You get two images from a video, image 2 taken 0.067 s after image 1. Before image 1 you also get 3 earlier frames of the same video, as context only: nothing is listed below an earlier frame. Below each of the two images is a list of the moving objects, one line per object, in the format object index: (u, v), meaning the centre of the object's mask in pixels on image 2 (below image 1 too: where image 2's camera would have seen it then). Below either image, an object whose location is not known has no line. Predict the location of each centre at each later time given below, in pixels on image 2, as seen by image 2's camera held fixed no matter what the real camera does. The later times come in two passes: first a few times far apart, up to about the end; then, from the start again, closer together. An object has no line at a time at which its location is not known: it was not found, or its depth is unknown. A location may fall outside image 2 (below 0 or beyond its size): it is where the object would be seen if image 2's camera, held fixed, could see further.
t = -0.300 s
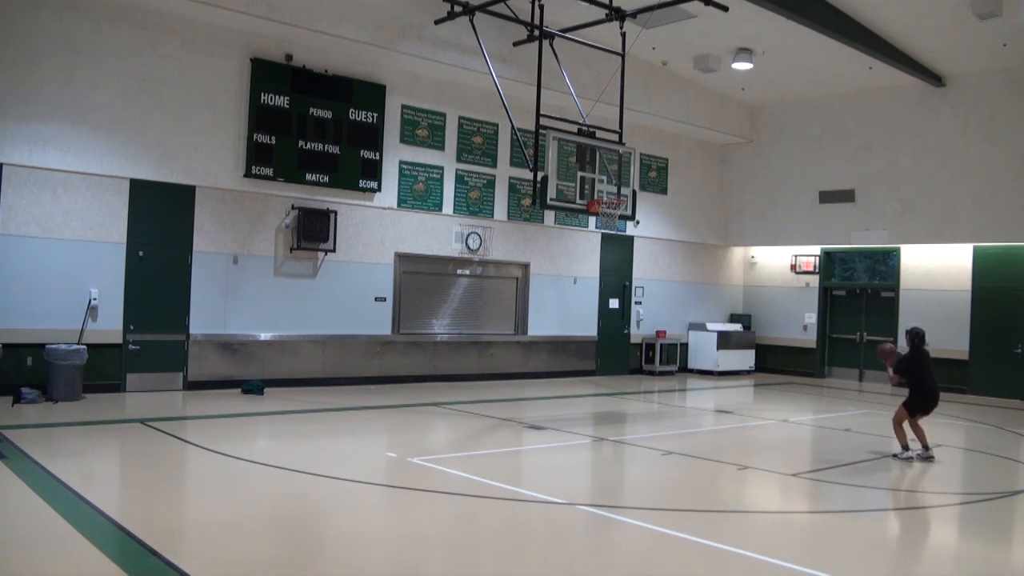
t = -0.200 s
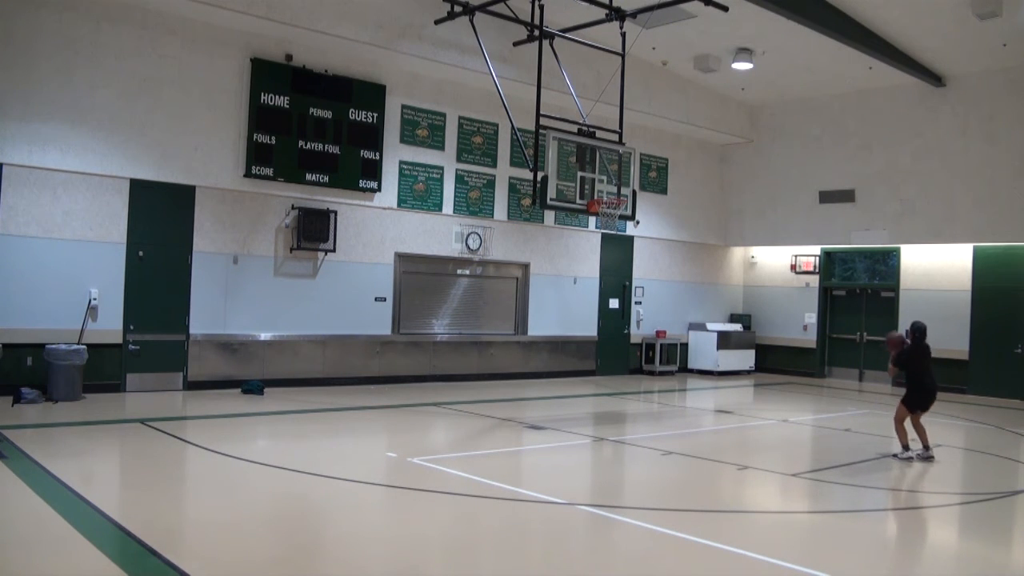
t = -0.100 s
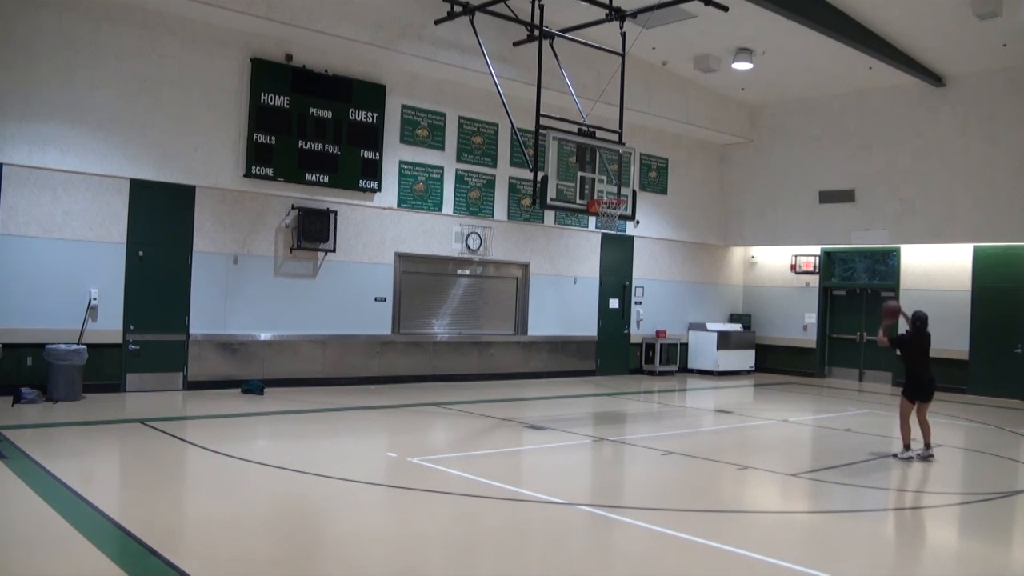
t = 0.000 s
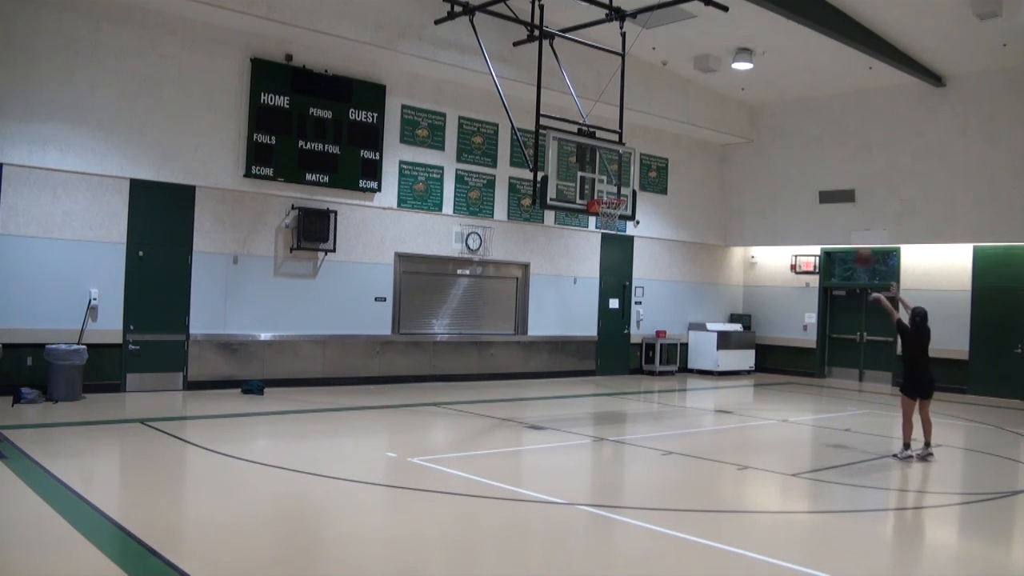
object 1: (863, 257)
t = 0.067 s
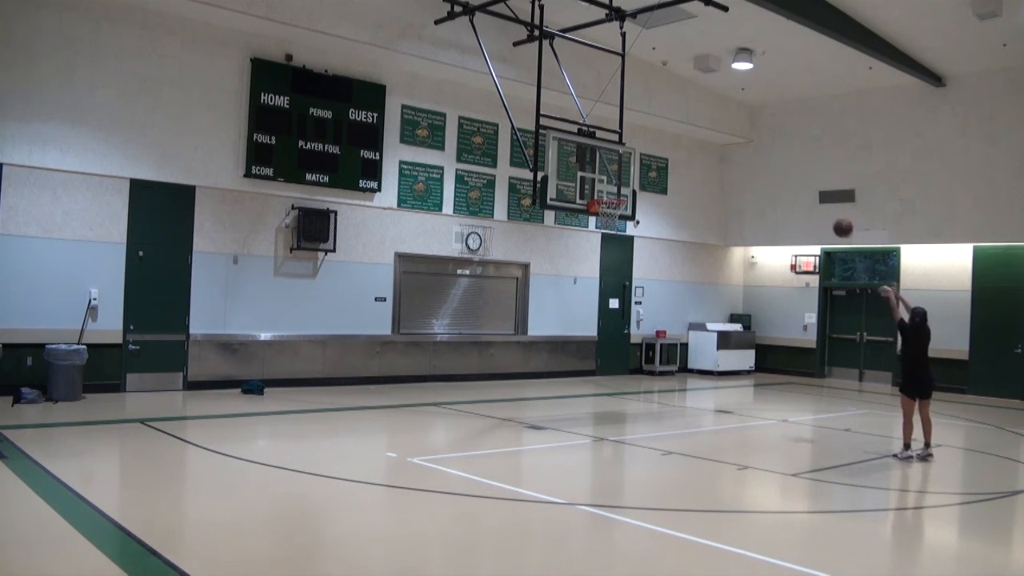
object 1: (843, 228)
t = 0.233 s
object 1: (794, 172)
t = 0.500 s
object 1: (723, 136)
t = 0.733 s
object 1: (667, 149)
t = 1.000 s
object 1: (613, 205)
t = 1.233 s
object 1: (603, 223)
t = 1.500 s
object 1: (608, 272)
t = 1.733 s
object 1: (611, 360)
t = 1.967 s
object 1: (621, 369)
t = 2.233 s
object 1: (637, 308)
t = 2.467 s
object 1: (650, 297)
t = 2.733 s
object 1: (664, 336)
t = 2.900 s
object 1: (670, 390)
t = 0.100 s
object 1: (832, 215)
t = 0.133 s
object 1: (822, 202)
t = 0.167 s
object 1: (811, 192)
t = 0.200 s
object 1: (803, 182)
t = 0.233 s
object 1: (794, 172)
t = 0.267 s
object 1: (785, 165)
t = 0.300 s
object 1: (775, 158)
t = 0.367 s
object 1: (757, 147)
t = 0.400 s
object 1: (749, 143)
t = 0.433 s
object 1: (740, 139)
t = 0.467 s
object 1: (732, 137)
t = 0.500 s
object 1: (723, 136)
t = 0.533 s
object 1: (715, 135)
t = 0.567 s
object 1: (707, 136)
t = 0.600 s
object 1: (699, 137)
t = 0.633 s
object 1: (691, 139)
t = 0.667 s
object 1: (683, 142)
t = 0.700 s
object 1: (675, 145)
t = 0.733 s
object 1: (667, 149)
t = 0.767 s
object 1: (660, 154)
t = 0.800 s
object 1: (653, 159)
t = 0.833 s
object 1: (644, 165)
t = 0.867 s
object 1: (636, 173)
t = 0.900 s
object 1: (629, 180)
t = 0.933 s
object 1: (622, 187)
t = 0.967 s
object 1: (615, 196)
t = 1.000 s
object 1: (613, 205)
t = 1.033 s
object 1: (605, 208)
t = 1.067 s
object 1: (599, 217)
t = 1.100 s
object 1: (599, 219)
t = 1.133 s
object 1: (600, 219)
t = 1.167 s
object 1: (601, 220)
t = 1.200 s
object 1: (602, 221)
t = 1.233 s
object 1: (603, 223)
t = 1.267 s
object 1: (603, 226)
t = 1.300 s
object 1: (604, 230)
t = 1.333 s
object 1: (605, 236)
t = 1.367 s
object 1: (606, 241)
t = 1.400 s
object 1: (606, 248)
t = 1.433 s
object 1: (607, 255)
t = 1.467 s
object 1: (607, 263)
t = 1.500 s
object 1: (608, 272)
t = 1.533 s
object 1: (608, 282)
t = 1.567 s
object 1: (609, 292)
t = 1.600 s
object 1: (611, 304)
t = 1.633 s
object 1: (611, 317)
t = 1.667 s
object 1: (611, 330)
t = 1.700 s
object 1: (612, 344)
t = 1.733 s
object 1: (611, 360)
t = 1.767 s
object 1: (611, 375)
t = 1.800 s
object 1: (611, 392)
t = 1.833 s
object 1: (611, 410)
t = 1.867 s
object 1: (613, 405)
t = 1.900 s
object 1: (615, 392)
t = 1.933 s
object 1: (618, 380)
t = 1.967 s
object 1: (621, 369)
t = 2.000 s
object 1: (623, 359)
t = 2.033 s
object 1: (625, 350)
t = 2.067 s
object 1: (627, 342)
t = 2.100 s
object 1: (628, 333)
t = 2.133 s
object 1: (631, 325)
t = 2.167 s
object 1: (633, 319)
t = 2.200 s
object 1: (635, 313)
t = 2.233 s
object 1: (637, 308)
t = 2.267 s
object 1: (639, 304)
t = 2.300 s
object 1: (641, 301)
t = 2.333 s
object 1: (643, 299)
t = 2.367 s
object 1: (645, 297)
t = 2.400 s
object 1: (647, 296)
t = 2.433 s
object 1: (648, 296)
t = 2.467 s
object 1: (650, 297)
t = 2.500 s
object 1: (652, 299)
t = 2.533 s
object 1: (654, 302)
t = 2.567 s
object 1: (656, 305)
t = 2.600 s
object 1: (657, 310)
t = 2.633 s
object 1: (659, 315)
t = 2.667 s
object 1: (661, 321)
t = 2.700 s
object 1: (662, 328)
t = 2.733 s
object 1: (664, 336)
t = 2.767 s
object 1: (665, 345)
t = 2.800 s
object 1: (667, 355)
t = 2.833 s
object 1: (668, 366)
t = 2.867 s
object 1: (669, 378)
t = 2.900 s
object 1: (670, 390)
